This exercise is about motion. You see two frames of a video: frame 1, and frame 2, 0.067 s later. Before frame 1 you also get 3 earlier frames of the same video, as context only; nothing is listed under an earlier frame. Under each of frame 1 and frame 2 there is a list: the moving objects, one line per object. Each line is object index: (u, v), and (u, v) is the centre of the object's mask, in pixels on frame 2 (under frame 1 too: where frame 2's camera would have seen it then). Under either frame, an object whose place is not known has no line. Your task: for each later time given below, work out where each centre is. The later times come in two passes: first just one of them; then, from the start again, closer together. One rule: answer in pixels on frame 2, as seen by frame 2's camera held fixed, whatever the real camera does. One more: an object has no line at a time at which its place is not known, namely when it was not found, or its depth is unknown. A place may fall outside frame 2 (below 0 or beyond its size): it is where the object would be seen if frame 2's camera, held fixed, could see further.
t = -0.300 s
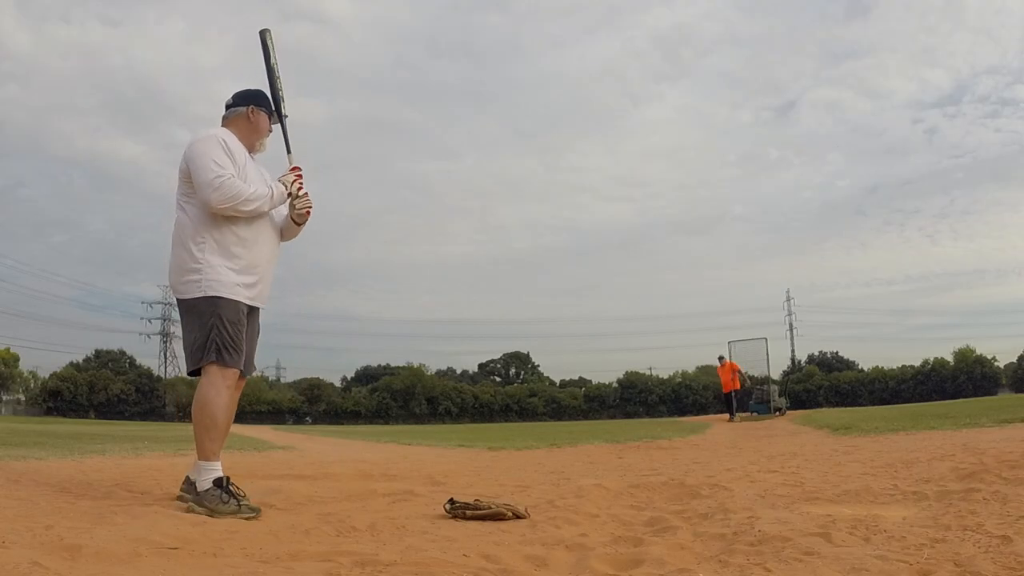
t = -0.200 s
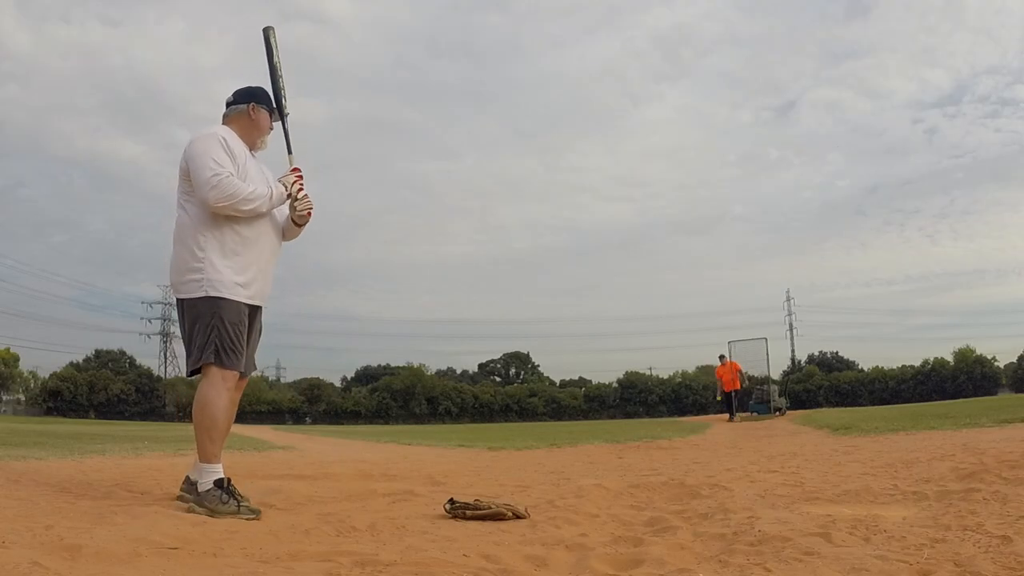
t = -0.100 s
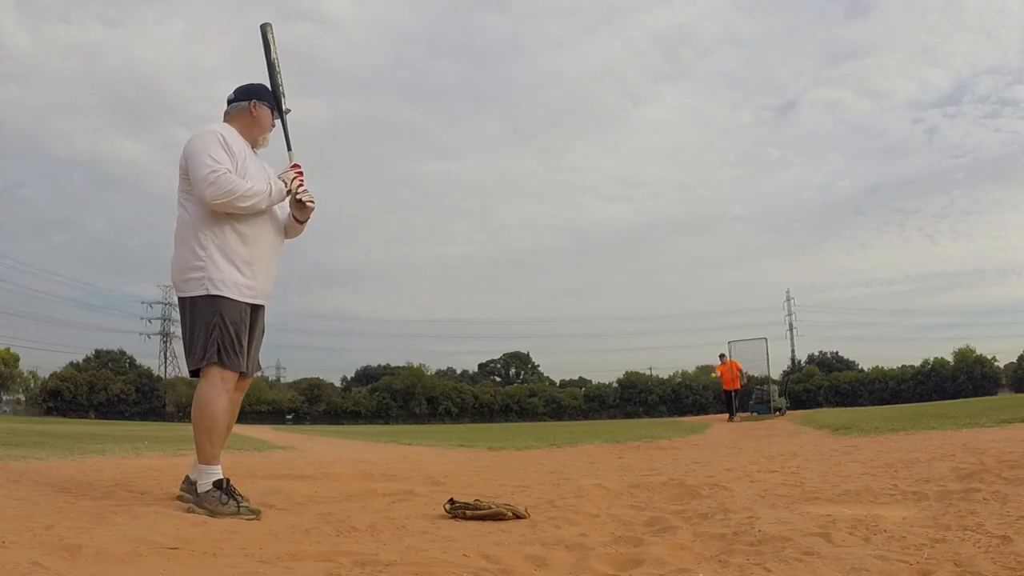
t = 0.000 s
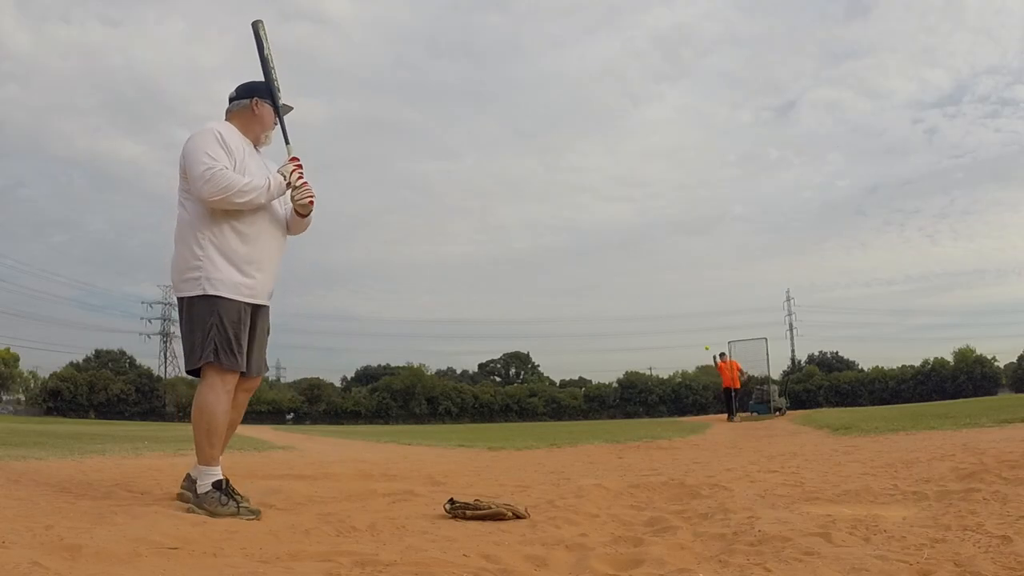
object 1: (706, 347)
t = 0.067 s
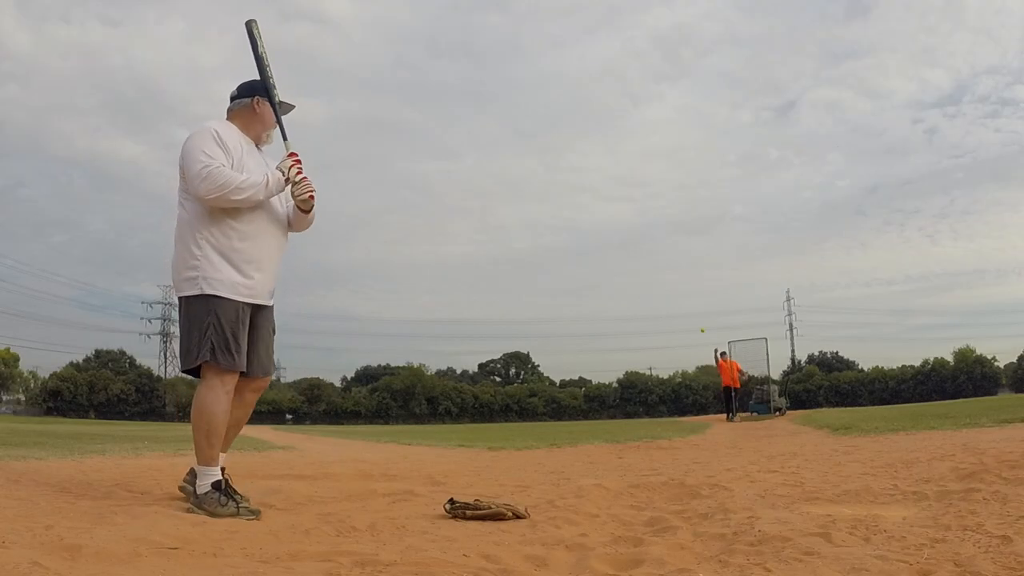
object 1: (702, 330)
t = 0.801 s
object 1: (620, 206)
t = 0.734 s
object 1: (632, 208)
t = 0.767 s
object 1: (627, 206)
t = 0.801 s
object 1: (620, 206)
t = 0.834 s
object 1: (613, 207)
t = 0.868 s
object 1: (606, 209)
